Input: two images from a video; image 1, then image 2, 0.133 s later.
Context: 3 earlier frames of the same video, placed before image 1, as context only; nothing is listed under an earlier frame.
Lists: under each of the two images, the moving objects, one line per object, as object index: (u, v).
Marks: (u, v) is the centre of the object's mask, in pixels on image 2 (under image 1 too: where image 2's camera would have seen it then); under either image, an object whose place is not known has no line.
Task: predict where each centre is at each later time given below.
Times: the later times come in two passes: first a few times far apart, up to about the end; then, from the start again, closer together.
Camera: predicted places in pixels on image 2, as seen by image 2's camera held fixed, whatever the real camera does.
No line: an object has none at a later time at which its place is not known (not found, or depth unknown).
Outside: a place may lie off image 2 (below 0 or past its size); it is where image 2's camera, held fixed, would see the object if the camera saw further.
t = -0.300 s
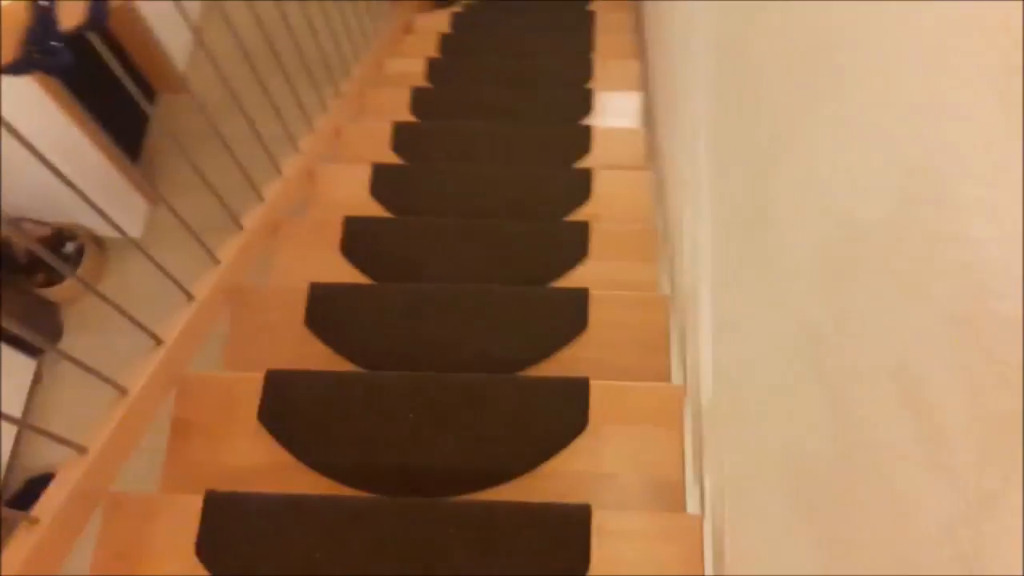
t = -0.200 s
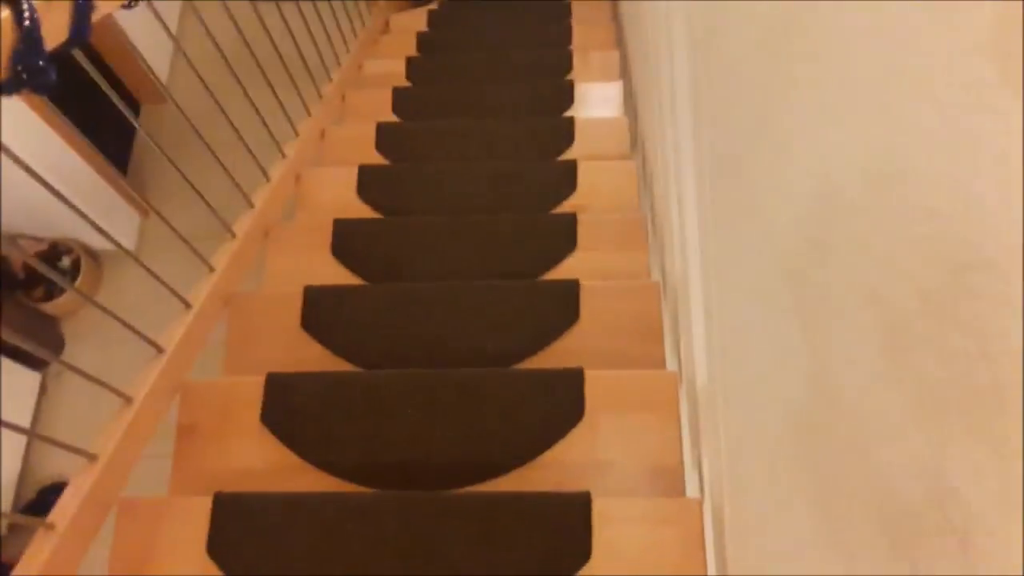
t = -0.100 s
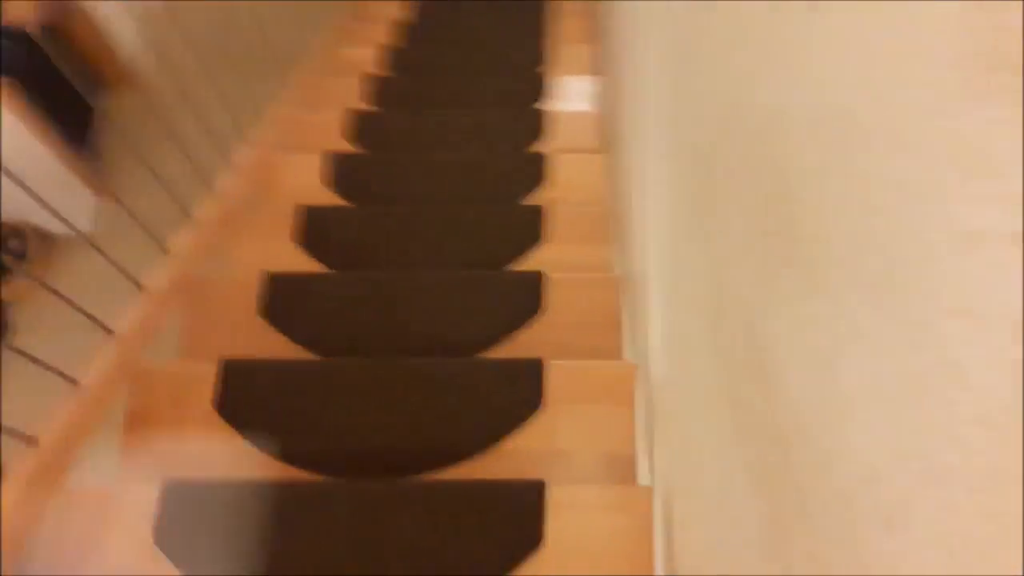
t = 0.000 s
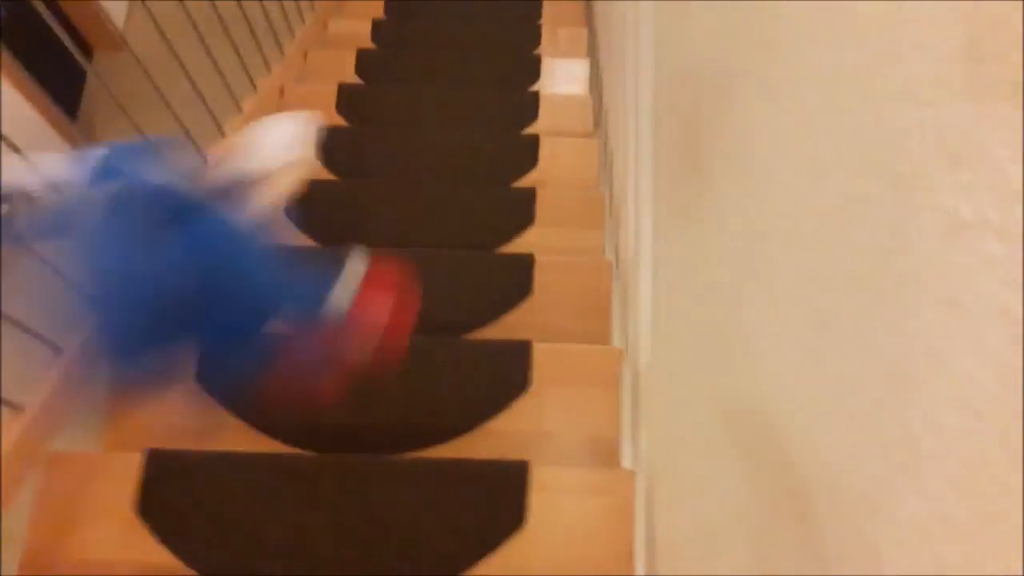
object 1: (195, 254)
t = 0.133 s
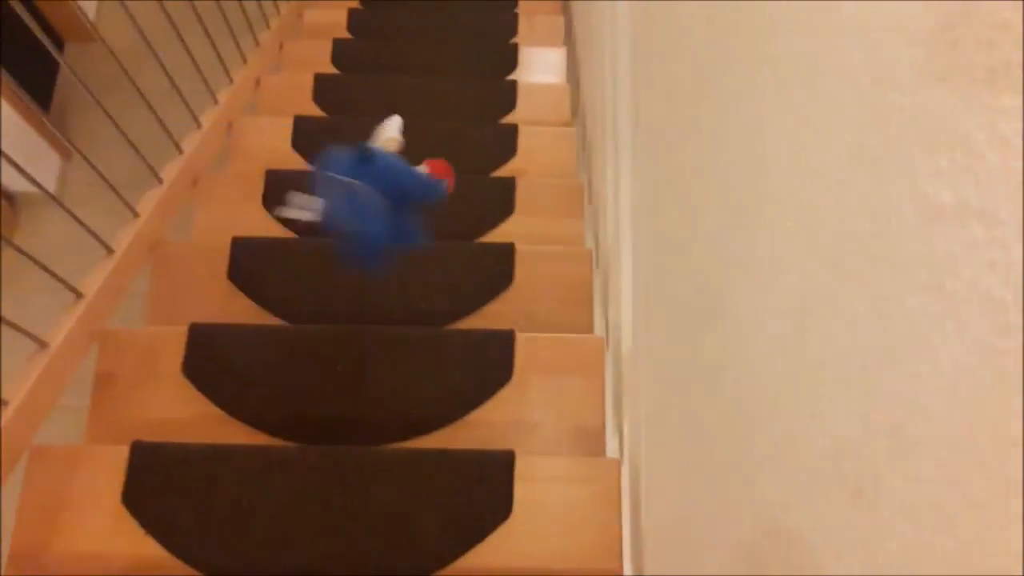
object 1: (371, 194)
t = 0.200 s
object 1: (410, 202)
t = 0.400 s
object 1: (439, 155)
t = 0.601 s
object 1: (425, 39)
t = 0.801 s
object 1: (417, -10)
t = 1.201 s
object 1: (417, -68)
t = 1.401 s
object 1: (420, -115)
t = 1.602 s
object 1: (426, -123)
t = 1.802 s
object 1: (447, -160)
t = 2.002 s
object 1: (455, -162)
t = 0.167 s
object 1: (393, 197)
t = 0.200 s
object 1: (410, 202)
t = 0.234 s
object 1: (423, 205)
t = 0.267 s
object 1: (435, 211)
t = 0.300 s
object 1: (444, 214)
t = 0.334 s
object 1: (445, 206)
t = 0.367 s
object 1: (444, 186)
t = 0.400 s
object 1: (439, 155)
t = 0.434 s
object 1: (437, 116)
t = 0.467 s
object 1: (434, 96)
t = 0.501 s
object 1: (430, 69)
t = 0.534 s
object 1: (429, 55)
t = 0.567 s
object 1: (427, 39)
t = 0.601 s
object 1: (425, 39)
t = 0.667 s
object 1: (418, 19)
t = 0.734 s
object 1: (419, 4)
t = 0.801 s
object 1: (417, -10)
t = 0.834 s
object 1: (416, -18)
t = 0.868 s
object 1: (415, -10)
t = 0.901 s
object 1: (414, -11)
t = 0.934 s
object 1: (417, -20)
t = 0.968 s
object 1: (419, -31)
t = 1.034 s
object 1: (418, -52)
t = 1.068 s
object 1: (417, -57)
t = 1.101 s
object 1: (417, -61)
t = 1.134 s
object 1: (419, -69)
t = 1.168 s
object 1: (417, -69)
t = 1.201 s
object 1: (417, -68)
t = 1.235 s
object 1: (418, -73)
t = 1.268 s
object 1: (417, -75)
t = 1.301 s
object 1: (423, -87)
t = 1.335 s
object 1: (422, -97)
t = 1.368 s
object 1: (419, -107)
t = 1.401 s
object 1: (420, -115)
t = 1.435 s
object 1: (422, -122)
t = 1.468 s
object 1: (420, -126)
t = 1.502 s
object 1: (421, -126)
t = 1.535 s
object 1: (421, -124)
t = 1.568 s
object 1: (424, -121)
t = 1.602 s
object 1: (426, -123)
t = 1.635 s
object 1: (433, -129)
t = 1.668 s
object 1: (435, -136)
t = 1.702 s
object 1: (439, -144)
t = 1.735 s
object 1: (443, -149)
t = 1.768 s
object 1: (445, -155)
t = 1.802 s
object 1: (447, -160)
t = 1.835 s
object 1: (449, -164)
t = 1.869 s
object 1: (449, -167)
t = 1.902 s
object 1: (452, -168)
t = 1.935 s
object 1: (454, -167)
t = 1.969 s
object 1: (454, -165)
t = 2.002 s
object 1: (455, -162)
